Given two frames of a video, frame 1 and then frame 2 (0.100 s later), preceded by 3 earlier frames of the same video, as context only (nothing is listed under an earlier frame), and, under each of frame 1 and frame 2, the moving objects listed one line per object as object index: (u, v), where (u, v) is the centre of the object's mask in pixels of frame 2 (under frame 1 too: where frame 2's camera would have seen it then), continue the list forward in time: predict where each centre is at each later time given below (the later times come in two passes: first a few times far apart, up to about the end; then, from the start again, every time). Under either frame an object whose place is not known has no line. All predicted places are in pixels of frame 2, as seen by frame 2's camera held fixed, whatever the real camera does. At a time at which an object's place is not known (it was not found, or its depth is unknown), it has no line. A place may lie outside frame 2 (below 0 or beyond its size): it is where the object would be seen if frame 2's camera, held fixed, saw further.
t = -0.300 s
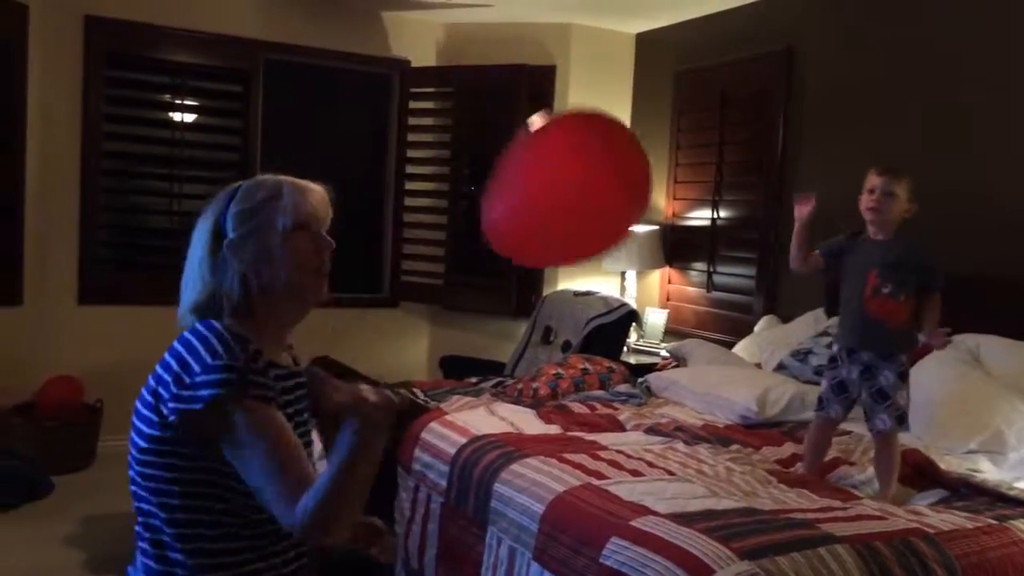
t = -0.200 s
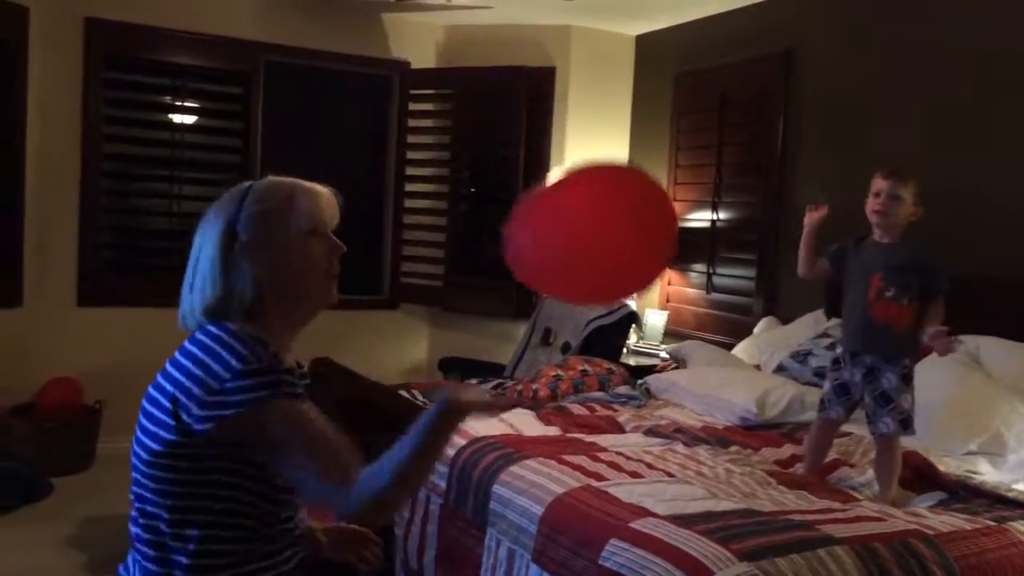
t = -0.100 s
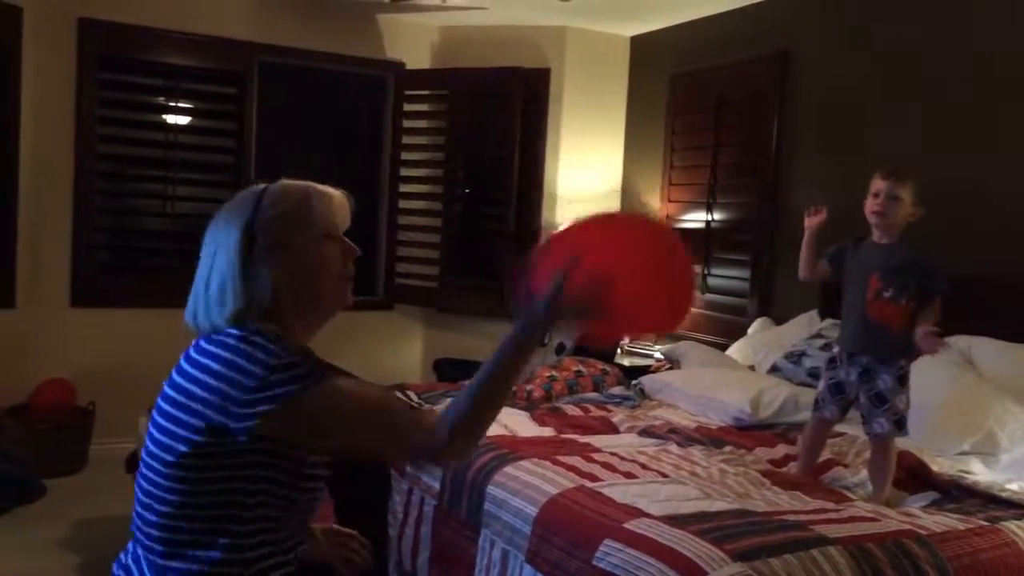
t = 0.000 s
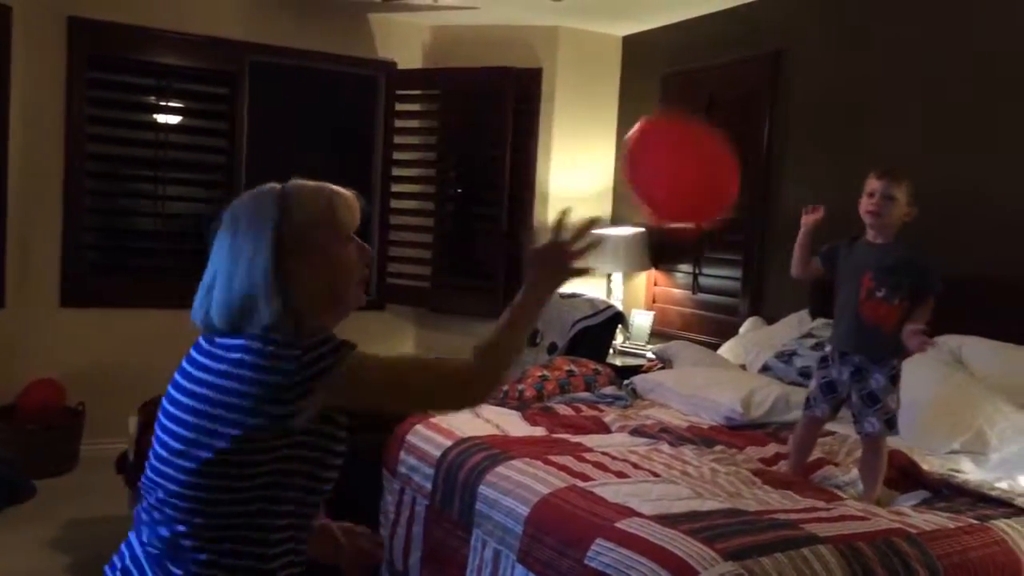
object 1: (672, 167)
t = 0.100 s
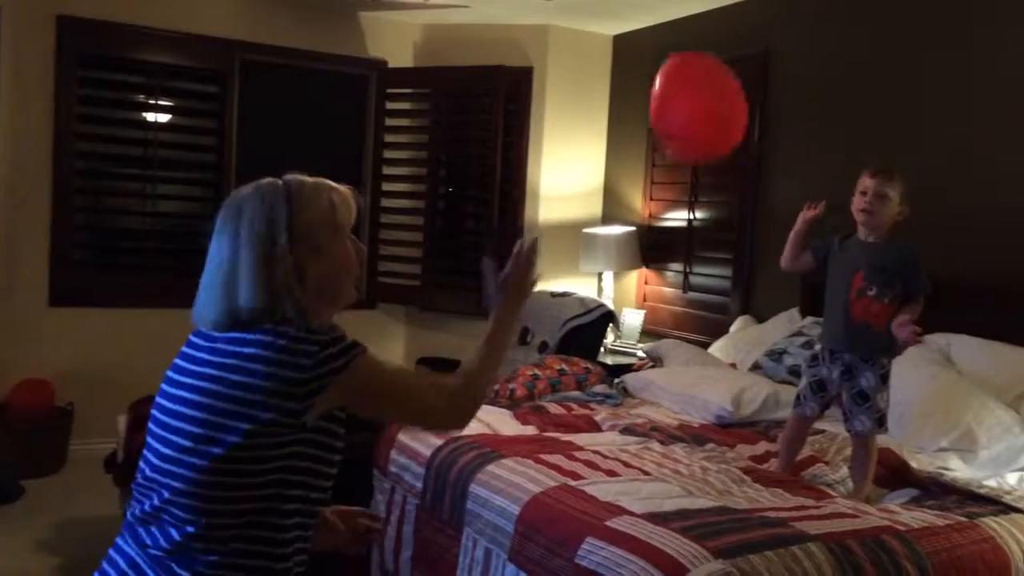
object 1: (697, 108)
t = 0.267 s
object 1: (682, 61)
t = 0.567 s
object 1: (673, 102)
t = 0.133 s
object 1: (699, 93)
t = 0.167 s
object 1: (698, 80)
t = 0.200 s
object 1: (694, 70)
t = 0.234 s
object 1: (687, 64)
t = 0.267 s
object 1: (682, 61)
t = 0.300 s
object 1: (677, 60)
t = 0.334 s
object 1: (675, 62)
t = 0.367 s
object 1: (674, 65)
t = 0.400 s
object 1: (674, 69)
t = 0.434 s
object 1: (673, 75)
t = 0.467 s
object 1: (673, 80)
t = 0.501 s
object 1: (673, 87)
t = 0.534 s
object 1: (673, 95)
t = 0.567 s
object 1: (673, 102)
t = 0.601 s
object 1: (673, 111)
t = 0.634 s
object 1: (673, 120)
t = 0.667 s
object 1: (674, 128)
